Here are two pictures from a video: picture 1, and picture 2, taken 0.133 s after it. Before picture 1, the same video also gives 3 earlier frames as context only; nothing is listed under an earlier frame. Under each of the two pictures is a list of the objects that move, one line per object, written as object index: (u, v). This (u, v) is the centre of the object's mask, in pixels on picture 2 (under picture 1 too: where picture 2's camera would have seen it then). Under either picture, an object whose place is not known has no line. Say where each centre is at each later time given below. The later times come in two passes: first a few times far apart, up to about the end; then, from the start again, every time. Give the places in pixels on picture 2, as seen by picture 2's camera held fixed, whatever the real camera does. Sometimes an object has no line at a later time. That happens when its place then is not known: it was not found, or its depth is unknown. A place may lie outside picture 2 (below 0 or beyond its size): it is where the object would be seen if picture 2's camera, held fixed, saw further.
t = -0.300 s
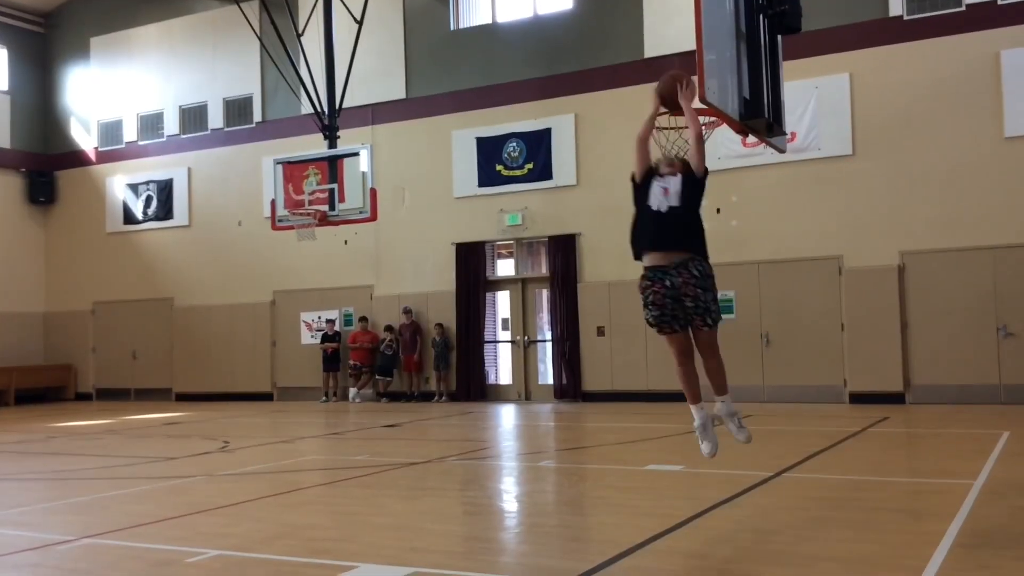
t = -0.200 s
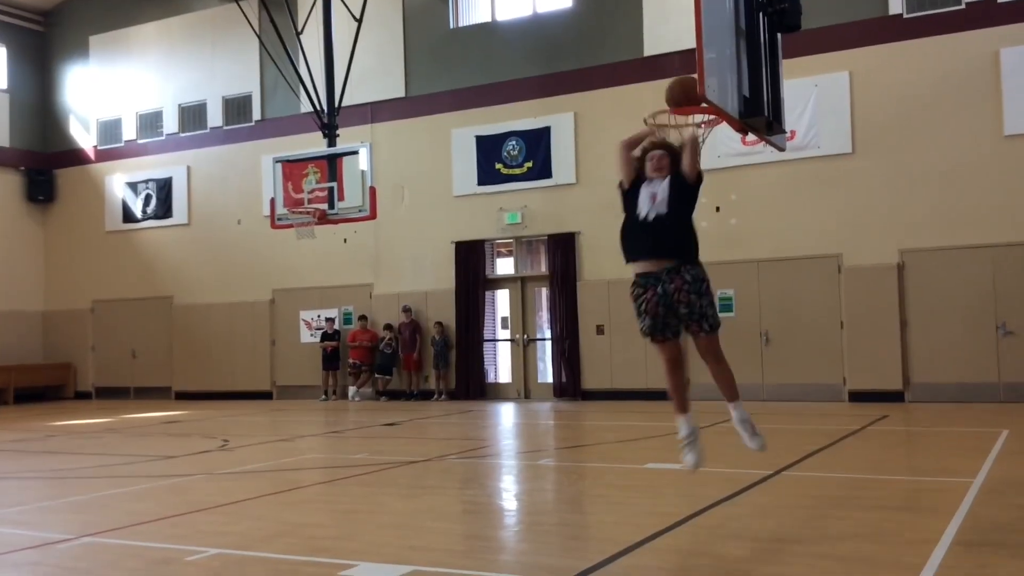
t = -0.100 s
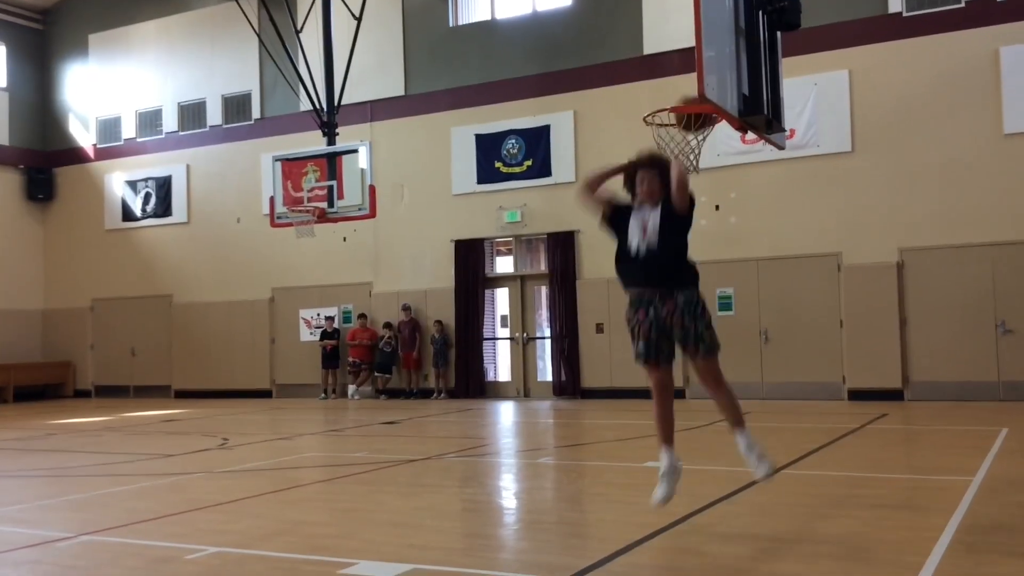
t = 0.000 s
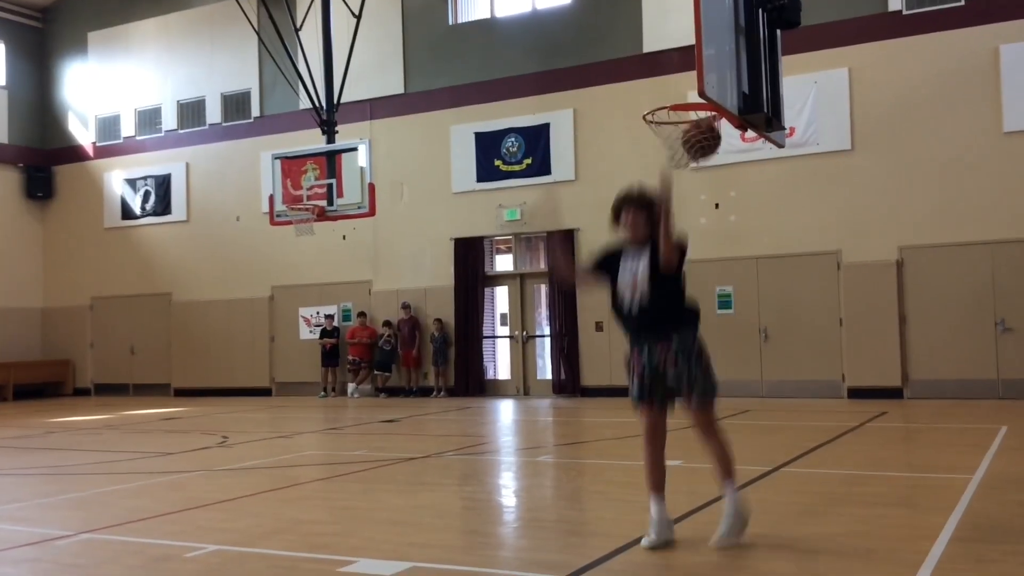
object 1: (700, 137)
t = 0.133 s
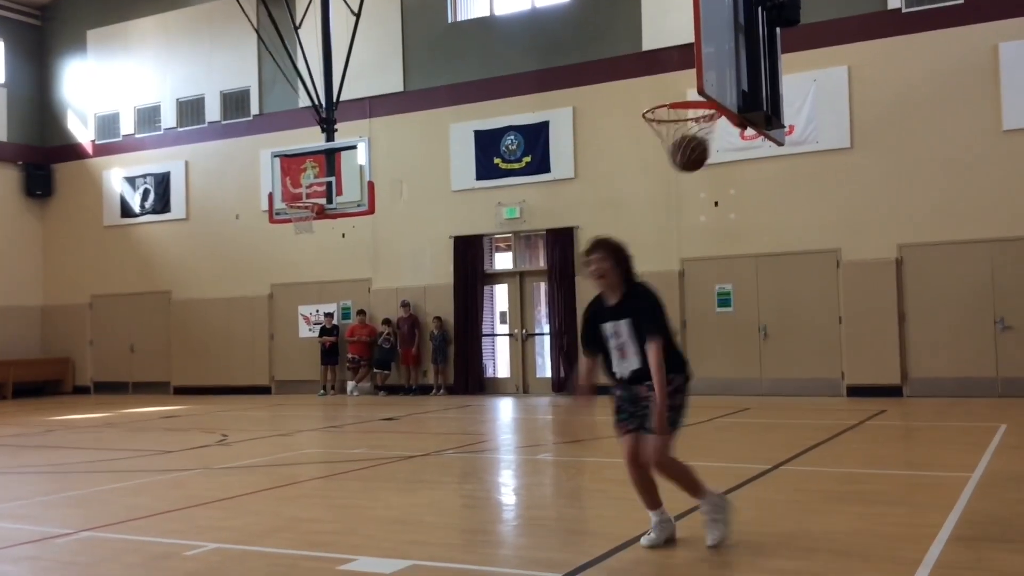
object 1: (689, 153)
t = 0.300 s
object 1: (669, 168)
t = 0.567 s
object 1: (659, 256)
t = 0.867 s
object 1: (655, 490)
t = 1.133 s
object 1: (657, 345)
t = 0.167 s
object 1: (684, 156)
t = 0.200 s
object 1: (679, 158)
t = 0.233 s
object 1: (674, 161)
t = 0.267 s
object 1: (671, 164)
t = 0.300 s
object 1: (669, 168)
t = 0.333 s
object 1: (667, 173)
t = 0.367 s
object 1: (666, 180)
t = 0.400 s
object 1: (665, 187)
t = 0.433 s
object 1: (663, 197)
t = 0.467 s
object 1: (662, 209)
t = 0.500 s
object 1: (662, 222)
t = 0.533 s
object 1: (661, 238)
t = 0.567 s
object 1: (659, 256)
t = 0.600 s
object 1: (659, 277)
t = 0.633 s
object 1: (658, 297)
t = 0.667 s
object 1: (657, 320)
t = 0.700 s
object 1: (657, 347)
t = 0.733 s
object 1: (656, 374)
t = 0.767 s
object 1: (655, 404)
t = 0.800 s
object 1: (655, 437)
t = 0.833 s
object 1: (655, 472)
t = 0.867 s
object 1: (655, 490)
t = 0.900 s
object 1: (654, 465)
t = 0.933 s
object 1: (654, 441)
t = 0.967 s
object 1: (654, 422)
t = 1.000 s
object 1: (654, 404)
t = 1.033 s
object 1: (654, 386)
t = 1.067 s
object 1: (655, 372)
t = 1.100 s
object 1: (656, 357)
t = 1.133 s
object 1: (657, 345)
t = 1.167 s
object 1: (657, 335)
